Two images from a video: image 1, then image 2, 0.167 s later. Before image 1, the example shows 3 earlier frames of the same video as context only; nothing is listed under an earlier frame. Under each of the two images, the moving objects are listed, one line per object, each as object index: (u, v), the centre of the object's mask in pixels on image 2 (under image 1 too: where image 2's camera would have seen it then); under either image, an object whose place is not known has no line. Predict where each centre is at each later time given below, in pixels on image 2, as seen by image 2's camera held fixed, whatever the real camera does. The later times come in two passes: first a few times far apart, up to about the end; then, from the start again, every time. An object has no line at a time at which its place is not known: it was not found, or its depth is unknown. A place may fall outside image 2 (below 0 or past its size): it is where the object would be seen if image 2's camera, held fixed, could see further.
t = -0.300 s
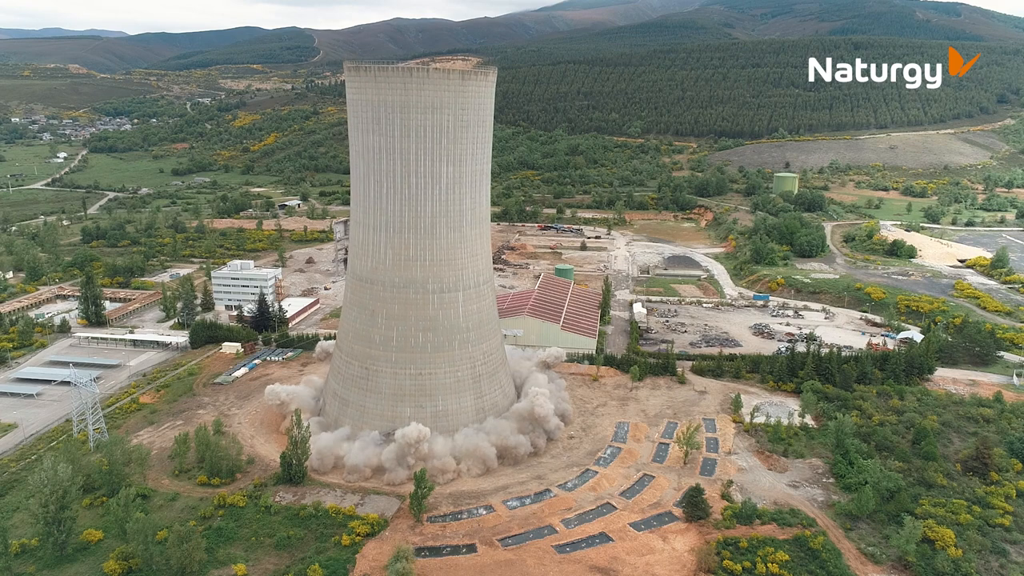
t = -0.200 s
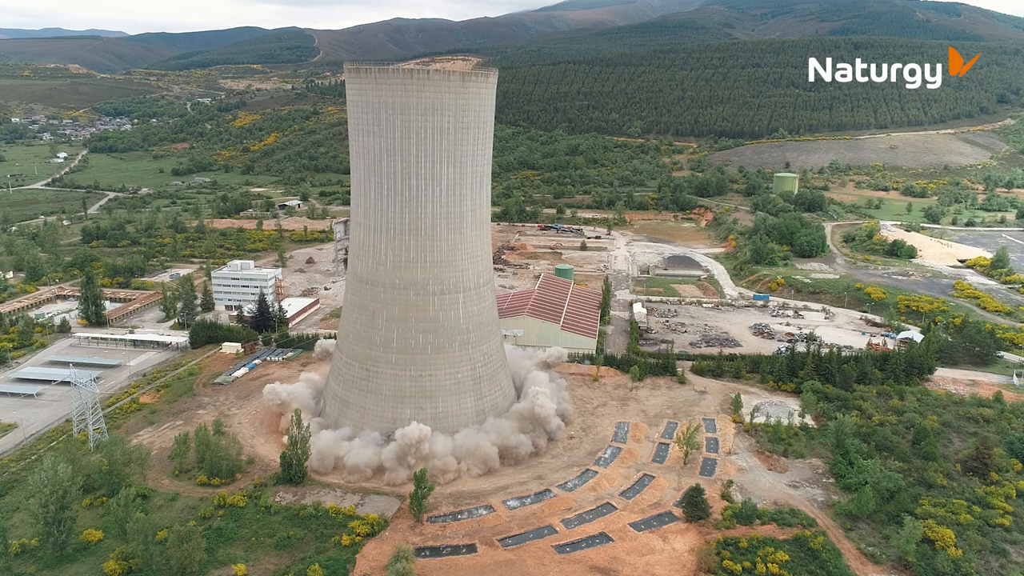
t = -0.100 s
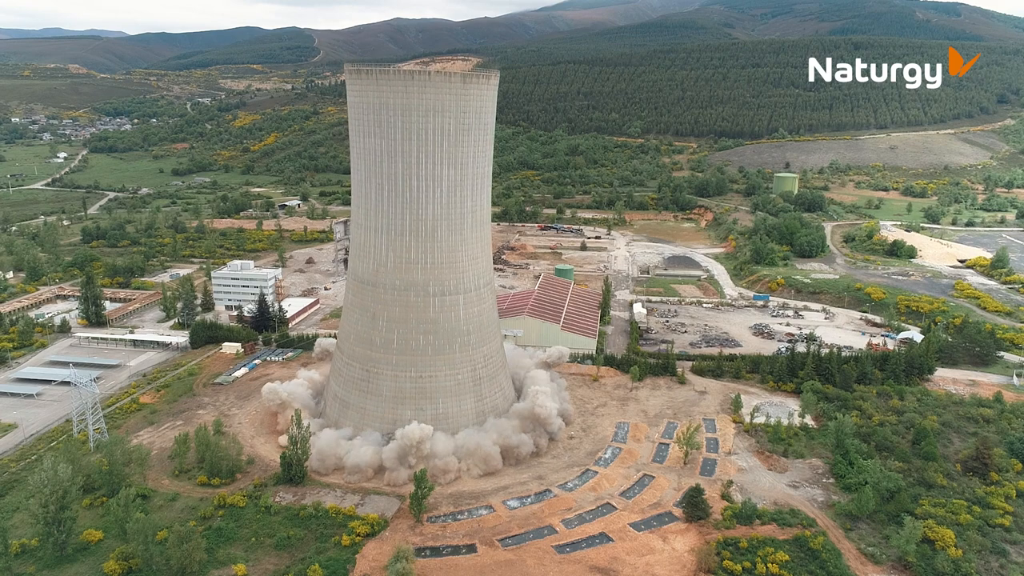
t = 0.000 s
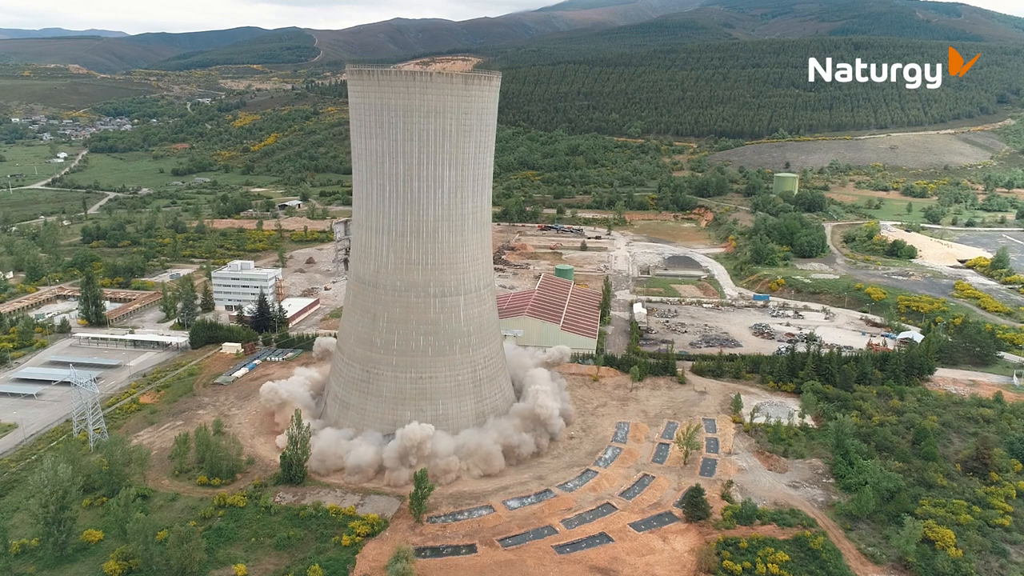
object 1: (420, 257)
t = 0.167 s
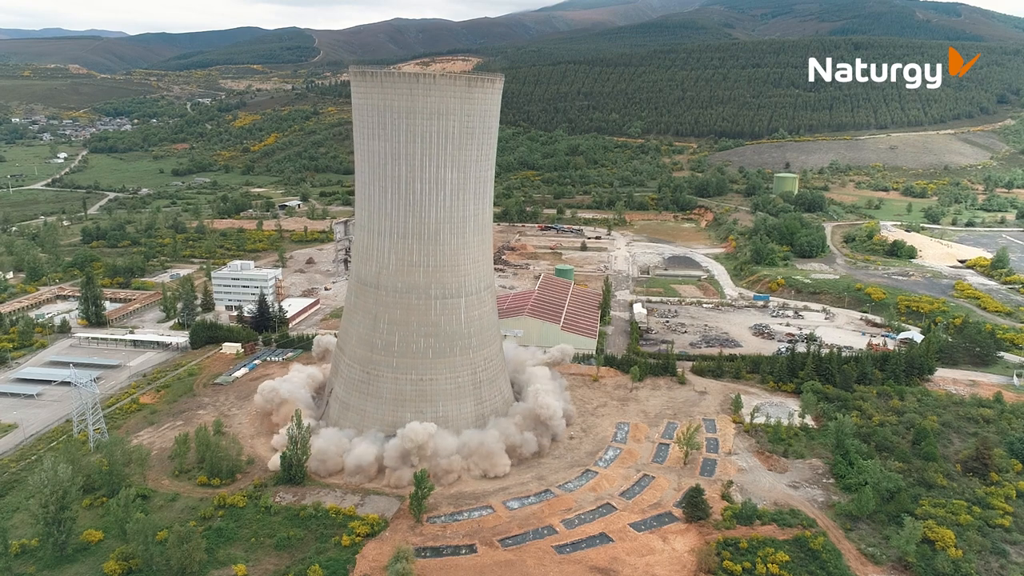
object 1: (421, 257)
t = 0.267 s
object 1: (421, 258)
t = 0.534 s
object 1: (423, 259)
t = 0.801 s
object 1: (425, 260)
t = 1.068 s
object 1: (427, 261)
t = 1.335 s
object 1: (429, 263)
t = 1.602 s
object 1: (431, 263)
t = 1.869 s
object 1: (433, 264)
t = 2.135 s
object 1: (435, 264)
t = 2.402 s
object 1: (437, 265)
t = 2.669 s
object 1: (440, 263)
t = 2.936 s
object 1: (442, 262)
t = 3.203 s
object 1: (445, 262)
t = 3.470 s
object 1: (451, 258)
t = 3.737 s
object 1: (453, 263)
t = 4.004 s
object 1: (454, 269)
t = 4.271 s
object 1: (454, 276)
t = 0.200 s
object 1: (421, 257)
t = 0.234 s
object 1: (421, 257)
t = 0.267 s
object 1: (421, 258)
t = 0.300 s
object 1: (421, 257)
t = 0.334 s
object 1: (422, 257)
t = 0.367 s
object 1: (422, 258)
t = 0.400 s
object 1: (422, 258)
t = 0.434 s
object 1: (422, 258)
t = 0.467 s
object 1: (422, 258)
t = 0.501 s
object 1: (423, 259)
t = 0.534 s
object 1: (423, 259)
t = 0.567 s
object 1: (423, 259)
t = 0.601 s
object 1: (423, 259)
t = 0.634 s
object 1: (424, 259)
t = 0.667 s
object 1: (424, 259)
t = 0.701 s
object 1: (424, 259)
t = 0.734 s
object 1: (425, 259)
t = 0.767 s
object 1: (425, 260)
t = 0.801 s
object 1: (425, 260)
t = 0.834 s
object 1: (425, 260)
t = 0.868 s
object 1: (426, 260)
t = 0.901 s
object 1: (426, 260)
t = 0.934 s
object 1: (426, 260)
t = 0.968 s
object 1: (427, 260)
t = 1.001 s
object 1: (427, 261)
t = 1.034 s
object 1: (427, 261)
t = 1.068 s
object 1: (427, 261)
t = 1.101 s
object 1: (428, 261)
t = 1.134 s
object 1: (428, 261)
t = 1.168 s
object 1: (428, 261)
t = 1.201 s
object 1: (428, 262)
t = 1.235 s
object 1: (429, 262)
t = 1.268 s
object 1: (429, 262)
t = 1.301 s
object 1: (429, 262)
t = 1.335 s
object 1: (429, 263)
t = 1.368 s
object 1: (429, 263)
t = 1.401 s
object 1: (430, 263)
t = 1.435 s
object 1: (430, 263)
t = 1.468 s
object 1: (430, 263)
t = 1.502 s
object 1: (430, 263)
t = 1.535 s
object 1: (430, 263)
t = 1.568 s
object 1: (431, 263)
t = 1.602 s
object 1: (431, 263)
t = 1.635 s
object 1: (431, 263)
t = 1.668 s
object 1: (431, 263)
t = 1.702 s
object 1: (432, 263)
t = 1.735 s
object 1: (432, 264)
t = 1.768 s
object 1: (432, 264)
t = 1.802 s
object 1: (432, 264)
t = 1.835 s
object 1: (432, 264)
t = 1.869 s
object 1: (433, 264)
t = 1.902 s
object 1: (433, 265)
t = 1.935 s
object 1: (433, 265)
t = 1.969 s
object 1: (433, 265)
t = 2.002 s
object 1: (434, 265)
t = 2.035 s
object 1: (434, 265)
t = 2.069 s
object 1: (435, 264)
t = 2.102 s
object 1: (434, 265)
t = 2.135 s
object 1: (435, 264)
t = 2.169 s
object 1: (436, 264)
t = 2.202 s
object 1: (436, 264)
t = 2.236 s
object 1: (436, 264)
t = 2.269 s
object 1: (436, 264)
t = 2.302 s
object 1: (436, 264)
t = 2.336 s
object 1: (437, 264)
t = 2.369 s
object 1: (436, 264)
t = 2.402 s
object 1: (437, 265)
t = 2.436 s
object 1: (437, 264)
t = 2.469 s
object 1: (438, 264)
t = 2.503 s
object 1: (438, 264)
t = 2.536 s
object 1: (438, 263)
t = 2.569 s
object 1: (438, 263)
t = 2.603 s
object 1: (439, 263)
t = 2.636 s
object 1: (439, 263)
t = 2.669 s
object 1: (440, 263)
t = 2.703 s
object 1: (440, 262)
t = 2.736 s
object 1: (440, 262)
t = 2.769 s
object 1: (440, 263)
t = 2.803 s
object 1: (441, 262)
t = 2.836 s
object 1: (441, 262)
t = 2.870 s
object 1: (441, 262)
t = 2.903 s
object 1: (442, 262)
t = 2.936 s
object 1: (442, 262)
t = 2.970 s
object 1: (442, 263)
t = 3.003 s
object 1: (443, 262)
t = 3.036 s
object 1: (443, 262)
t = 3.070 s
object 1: (444, 263)
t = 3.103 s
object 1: (444, 263)
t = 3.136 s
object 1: (444, 263)
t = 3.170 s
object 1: (445, 263)
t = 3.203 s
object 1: (445, 262)
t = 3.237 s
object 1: (446, 262)
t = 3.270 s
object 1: (446, 263)
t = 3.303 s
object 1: (447, 264)
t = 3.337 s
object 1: (447, 264)
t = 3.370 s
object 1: (451, 256)
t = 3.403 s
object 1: (451, 256)
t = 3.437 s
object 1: (451, 258)
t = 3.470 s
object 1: (451, 258)
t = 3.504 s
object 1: (452, 258)
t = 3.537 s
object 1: (451, 263)
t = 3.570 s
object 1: (451, 263)
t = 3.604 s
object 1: (452, 263)
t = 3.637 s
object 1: (453, 261)
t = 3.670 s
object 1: (453, 262)
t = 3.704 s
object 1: (453, 263)
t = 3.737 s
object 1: (453, 263)
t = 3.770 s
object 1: (453, 264)
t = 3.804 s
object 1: (453, 265)
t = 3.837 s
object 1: (454, 265)
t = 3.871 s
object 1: (454, 266)
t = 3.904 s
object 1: (454, 267)
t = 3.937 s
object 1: (454, 267)
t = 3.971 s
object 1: (454, 268)
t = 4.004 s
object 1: (454, 269)
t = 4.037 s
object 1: (454, 268)
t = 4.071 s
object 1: (454, 269)
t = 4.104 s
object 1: (454, 271)
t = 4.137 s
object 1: (454, 272)
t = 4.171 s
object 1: (454, 273)
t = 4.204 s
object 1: (454, 273)
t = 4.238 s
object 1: (454, 274)
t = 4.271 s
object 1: (454, 276)
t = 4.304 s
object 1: (454, 276)
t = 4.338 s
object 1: (455, 277)
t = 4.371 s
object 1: (455, 278)
